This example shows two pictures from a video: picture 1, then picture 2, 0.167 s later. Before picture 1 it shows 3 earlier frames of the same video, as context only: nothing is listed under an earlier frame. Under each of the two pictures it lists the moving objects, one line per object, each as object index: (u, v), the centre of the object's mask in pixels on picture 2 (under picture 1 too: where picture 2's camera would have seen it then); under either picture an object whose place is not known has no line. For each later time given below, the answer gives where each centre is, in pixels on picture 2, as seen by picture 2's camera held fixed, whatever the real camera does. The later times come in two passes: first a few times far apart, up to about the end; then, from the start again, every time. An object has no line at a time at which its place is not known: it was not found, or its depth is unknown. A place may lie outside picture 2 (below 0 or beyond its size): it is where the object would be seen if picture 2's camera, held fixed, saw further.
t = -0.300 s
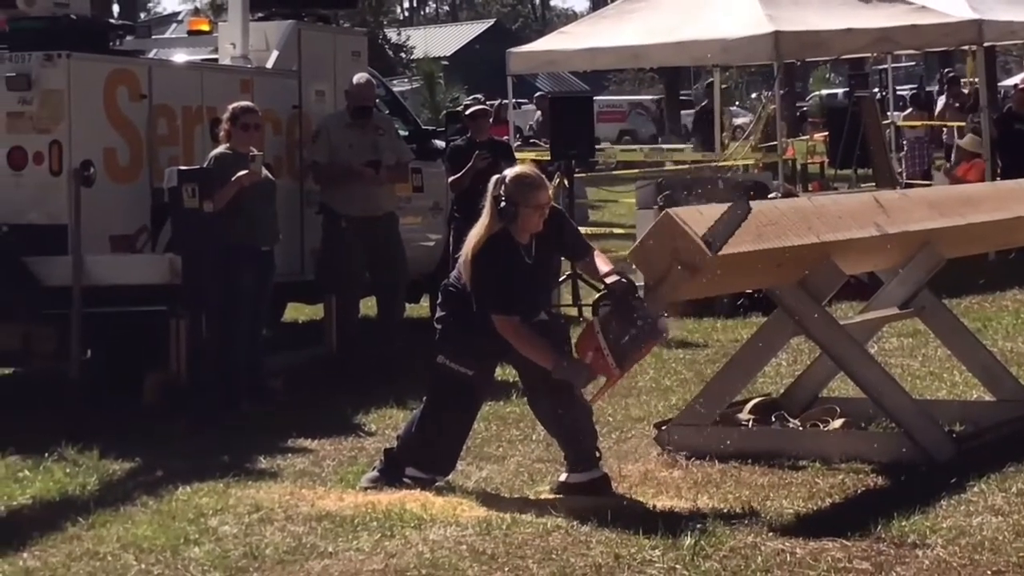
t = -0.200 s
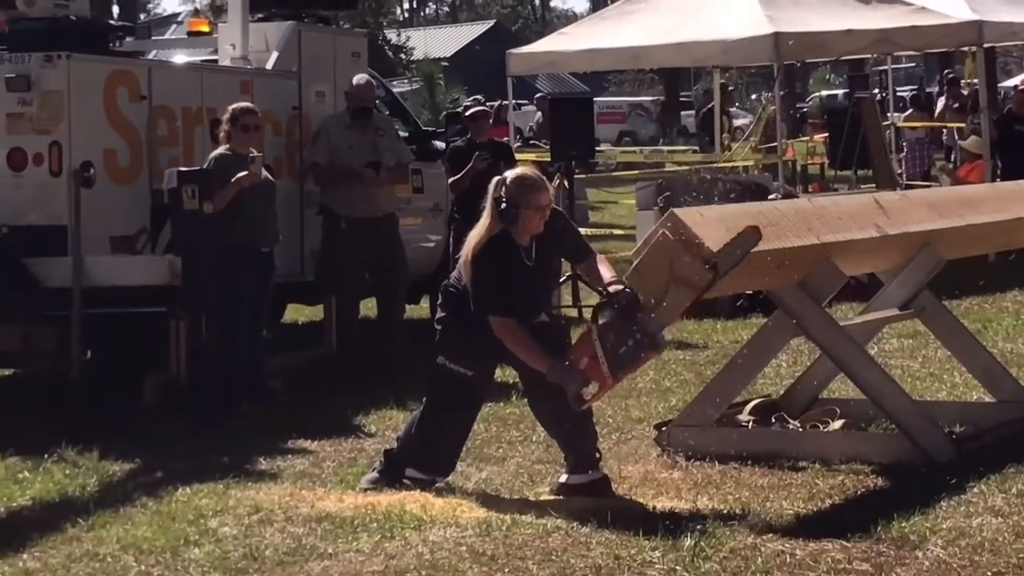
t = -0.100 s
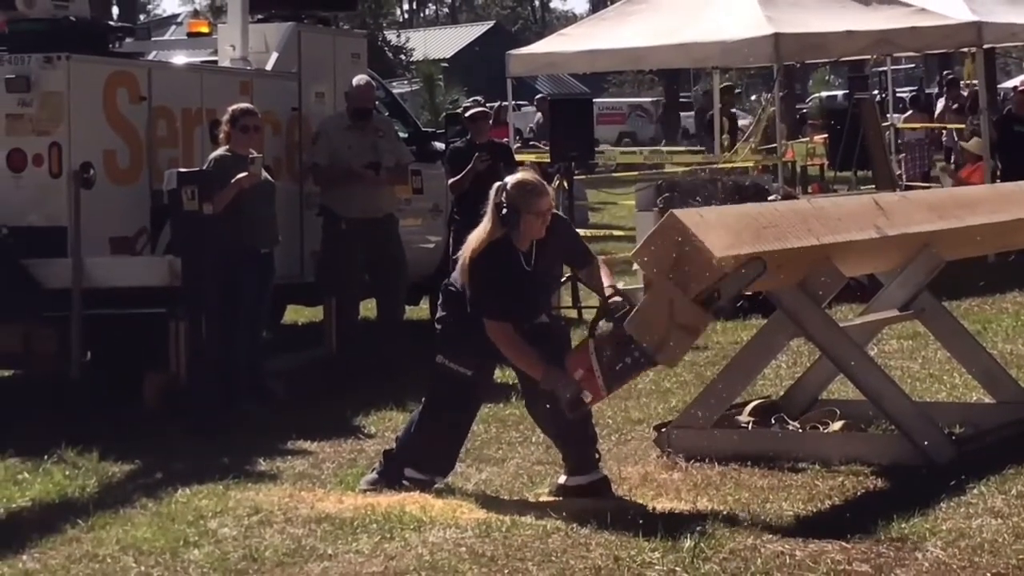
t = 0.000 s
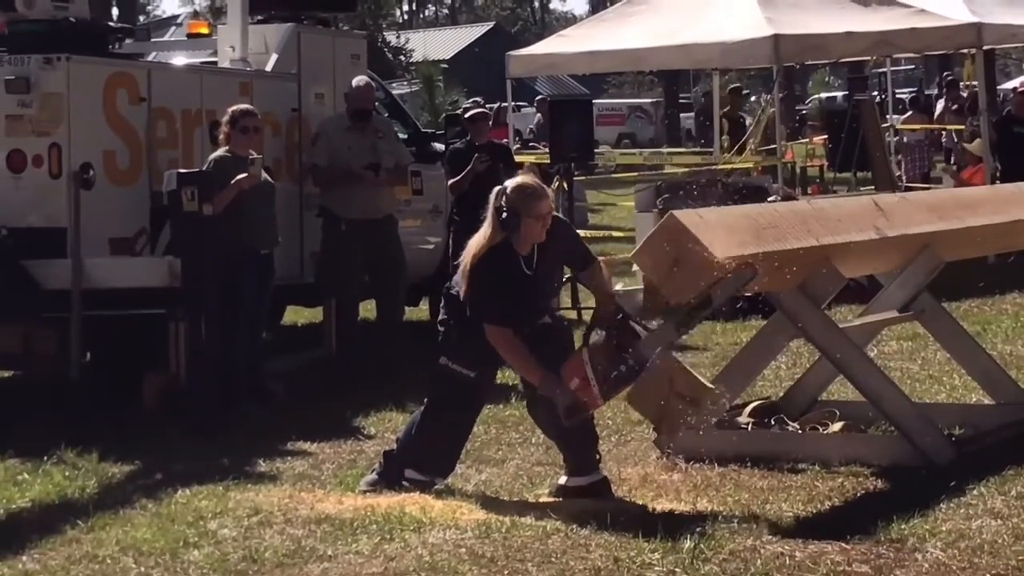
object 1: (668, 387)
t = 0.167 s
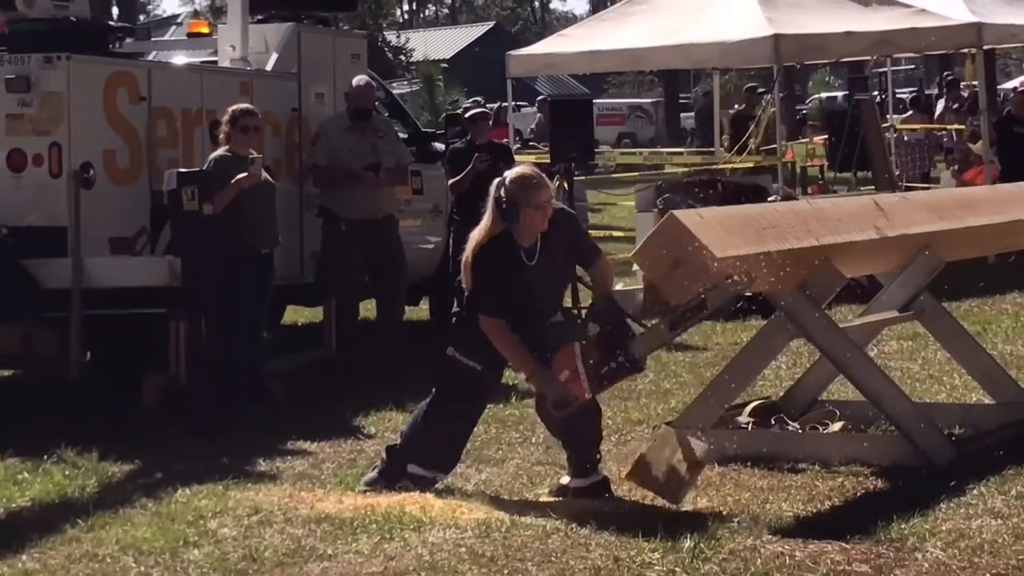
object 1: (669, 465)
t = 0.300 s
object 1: (674, 478)
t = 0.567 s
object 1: (683, 495)
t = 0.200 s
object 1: (669, 464)
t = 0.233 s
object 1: (670, 467)
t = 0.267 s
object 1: (670, 472)
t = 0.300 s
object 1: (674, 478)
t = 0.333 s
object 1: (678, 485)
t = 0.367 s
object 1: (685, 493)
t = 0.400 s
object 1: (688, 496)
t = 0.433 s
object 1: (686, 494)
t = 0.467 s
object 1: (684, 492)
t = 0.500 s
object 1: (681, 494)
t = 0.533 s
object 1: (684, 496)
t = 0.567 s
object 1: (683, 495)
